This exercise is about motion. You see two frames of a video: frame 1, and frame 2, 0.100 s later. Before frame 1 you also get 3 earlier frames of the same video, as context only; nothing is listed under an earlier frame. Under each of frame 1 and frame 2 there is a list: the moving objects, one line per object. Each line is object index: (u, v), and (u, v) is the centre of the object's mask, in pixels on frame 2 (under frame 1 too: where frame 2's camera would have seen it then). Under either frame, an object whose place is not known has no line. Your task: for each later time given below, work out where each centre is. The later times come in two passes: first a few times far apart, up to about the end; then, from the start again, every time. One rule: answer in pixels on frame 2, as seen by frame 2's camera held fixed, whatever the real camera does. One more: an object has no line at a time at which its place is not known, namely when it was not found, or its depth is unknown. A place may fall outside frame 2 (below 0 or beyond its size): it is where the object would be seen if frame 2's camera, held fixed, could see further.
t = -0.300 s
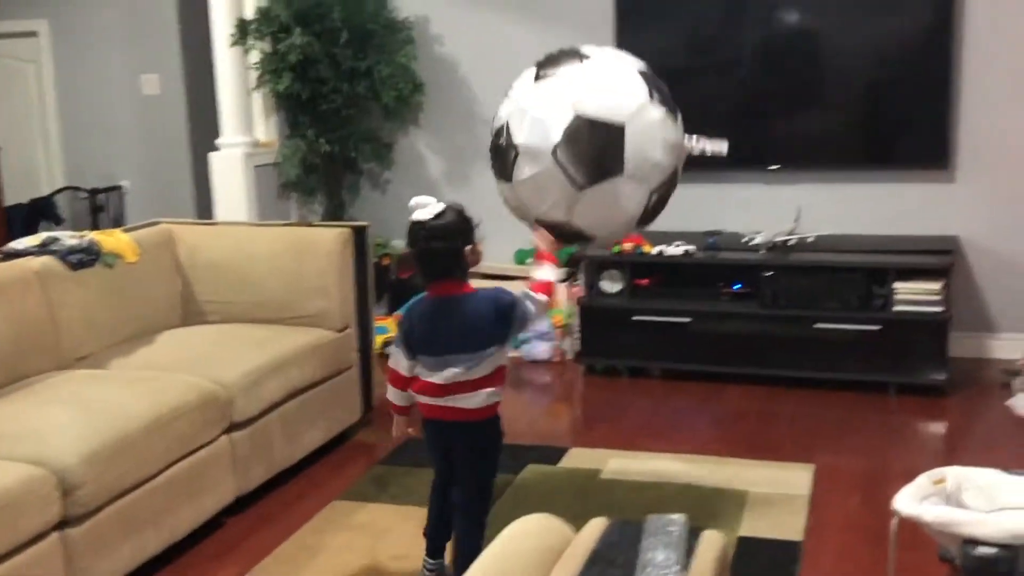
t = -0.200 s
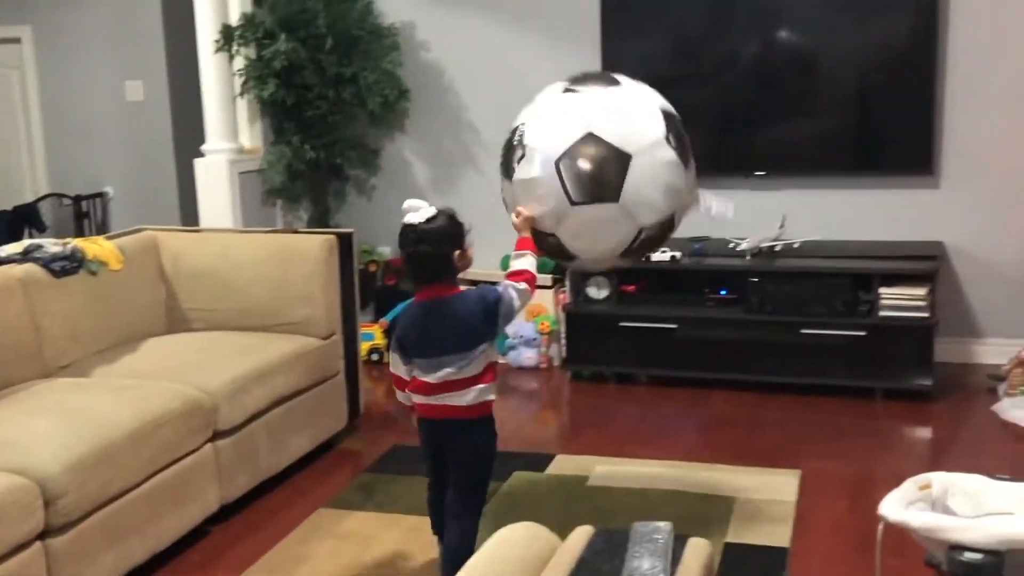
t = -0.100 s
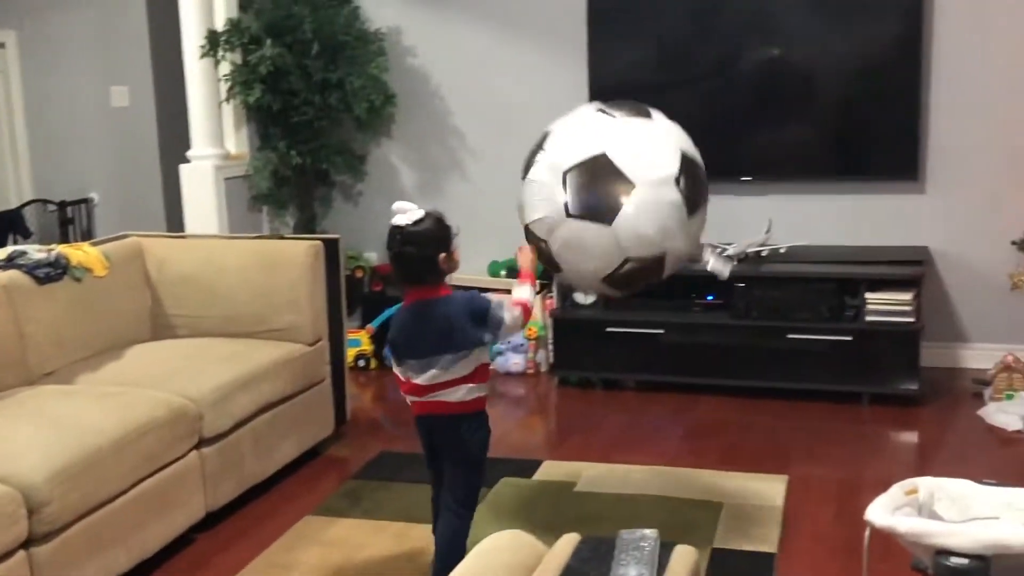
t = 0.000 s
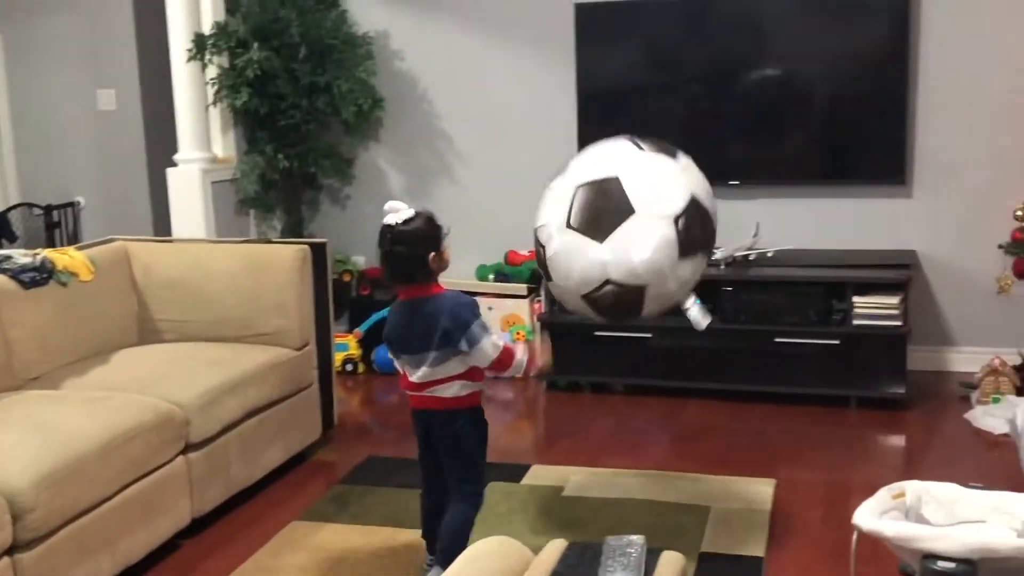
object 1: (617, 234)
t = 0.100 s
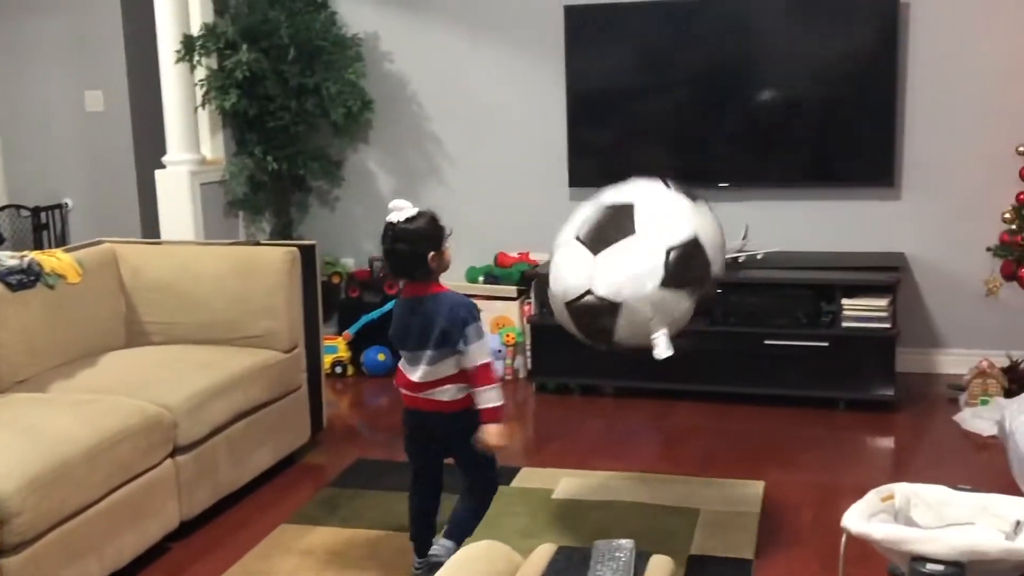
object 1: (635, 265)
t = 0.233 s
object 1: (658, 310)
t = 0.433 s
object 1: (687, 385)
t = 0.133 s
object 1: (641, 274)
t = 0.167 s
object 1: (647, 285)
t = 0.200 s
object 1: (653, 299)
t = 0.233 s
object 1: (658, 310)
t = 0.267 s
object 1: (663, 323)
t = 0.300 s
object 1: (669, 334)
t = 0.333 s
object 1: (672, 346)
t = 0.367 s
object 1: (677, 358)
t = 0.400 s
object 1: (682, 371)
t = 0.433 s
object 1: (687, 385)
